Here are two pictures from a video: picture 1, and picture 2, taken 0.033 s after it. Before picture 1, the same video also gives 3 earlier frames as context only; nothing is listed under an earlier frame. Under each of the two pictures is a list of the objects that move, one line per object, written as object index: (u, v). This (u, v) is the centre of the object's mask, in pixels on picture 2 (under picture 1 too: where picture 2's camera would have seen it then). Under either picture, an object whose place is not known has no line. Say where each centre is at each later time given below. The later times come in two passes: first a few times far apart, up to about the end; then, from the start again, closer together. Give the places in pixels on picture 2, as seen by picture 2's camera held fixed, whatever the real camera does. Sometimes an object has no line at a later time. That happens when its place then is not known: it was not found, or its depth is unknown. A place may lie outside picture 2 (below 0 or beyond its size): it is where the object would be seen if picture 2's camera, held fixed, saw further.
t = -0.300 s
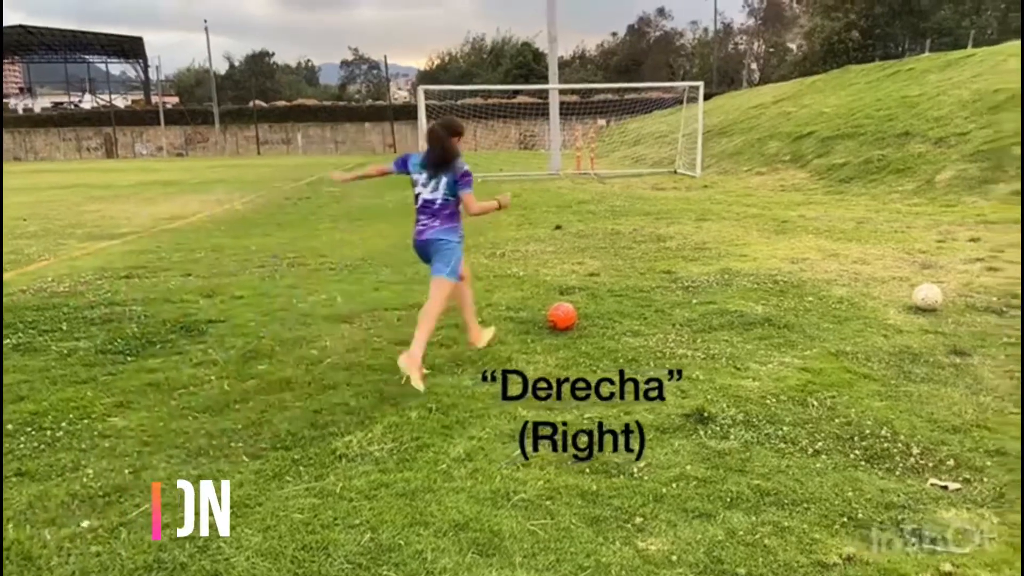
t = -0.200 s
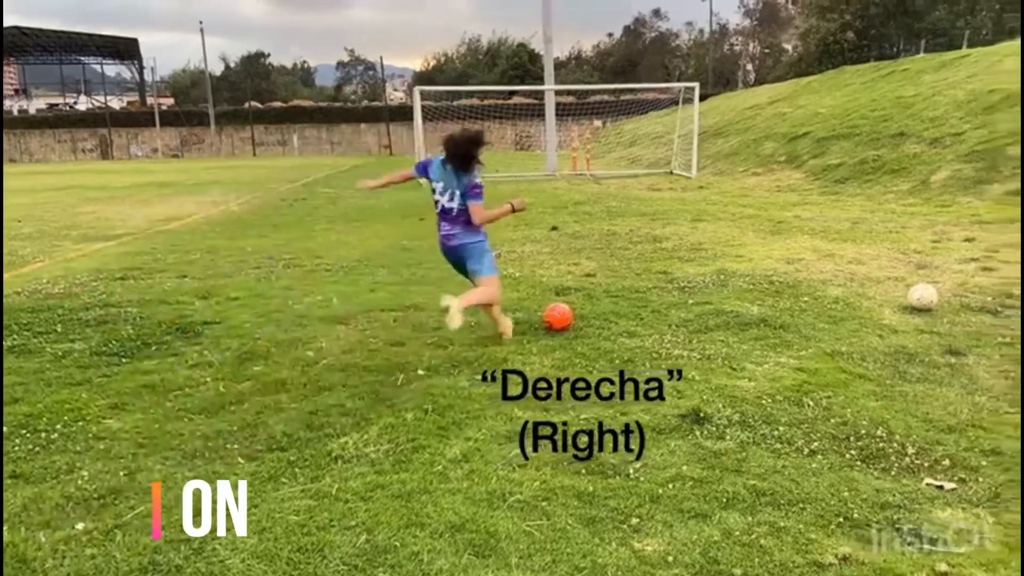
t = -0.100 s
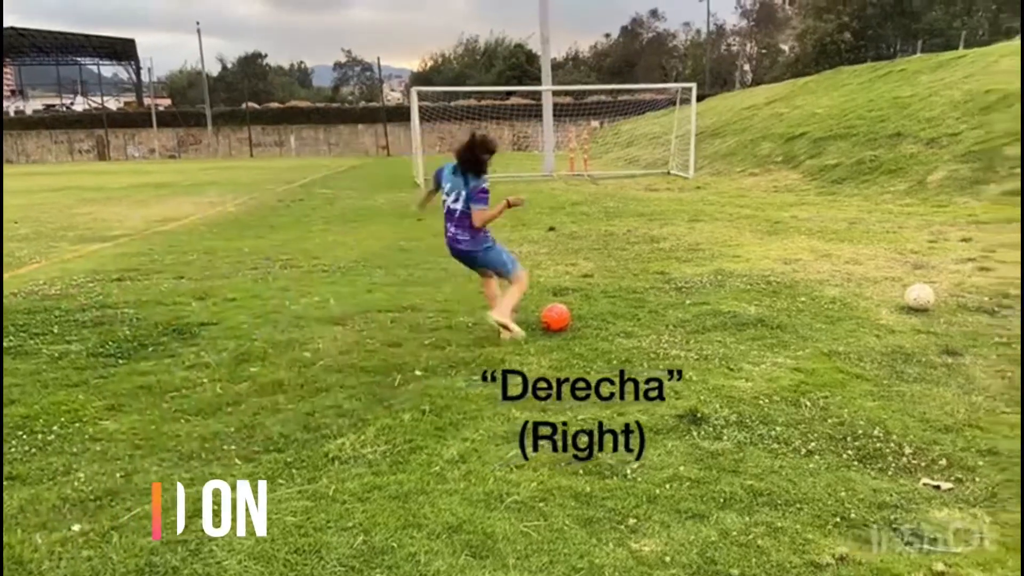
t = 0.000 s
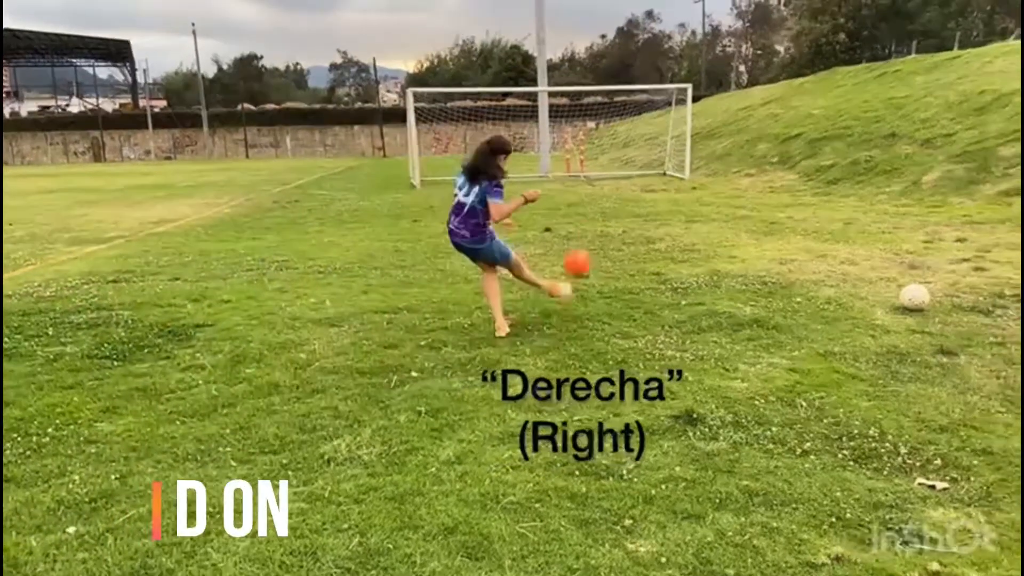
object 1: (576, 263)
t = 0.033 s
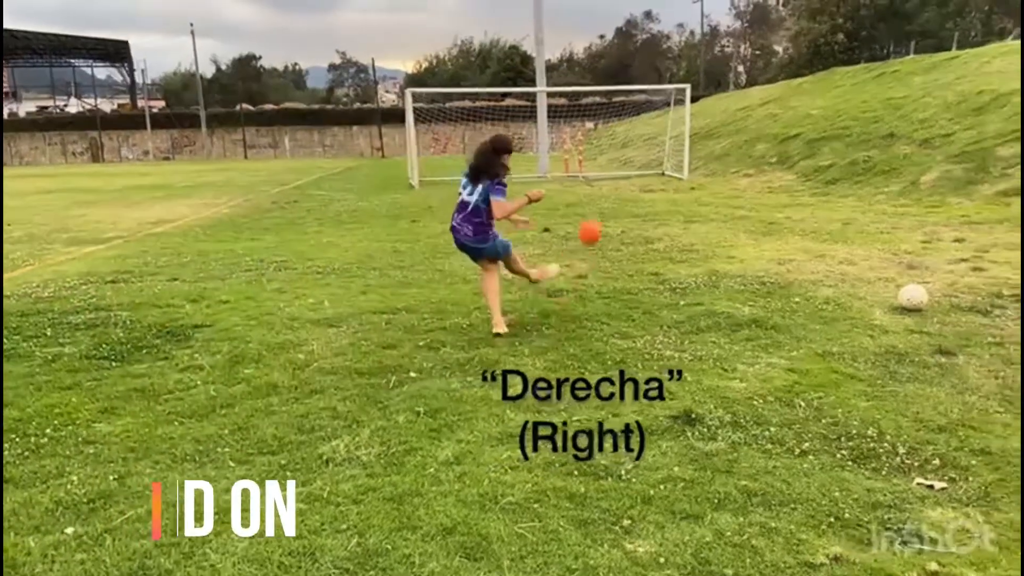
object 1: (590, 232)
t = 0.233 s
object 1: (642, 121)
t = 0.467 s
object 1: (667, 78)
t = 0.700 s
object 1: (675, 76)
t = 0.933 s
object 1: (677, 95)
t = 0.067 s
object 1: (602, 205)
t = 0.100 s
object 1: (612, 182)
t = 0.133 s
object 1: (622, 163)
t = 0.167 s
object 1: (629, 147)
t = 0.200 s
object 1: (636, 134)
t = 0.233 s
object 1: (642, 121)
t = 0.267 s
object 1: (648, 111)
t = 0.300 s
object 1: (652, 103)
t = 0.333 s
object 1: (655, 96)
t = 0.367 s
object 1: (659, 91)
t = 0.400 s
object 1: (662, 86)
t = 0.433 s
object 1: (665, 82)
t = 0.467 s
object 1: (667, 78)
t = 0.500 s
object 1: (669, 76)
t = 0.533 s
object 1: (671, 75)
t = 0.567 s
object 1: (672, 75)
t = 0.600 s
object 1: (673, 75)
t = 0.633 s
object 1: (674, 75)
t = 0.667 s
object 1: (674, 75)
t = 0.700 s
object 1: (675, 76)
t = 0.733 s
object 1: (675, 77)
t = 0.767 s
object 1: (676, 78)
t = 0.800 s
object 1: (676, 81)
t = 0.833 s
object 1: (677, 84)
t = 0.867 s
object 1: (677, 87)
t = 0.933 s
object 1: (677, 95)
